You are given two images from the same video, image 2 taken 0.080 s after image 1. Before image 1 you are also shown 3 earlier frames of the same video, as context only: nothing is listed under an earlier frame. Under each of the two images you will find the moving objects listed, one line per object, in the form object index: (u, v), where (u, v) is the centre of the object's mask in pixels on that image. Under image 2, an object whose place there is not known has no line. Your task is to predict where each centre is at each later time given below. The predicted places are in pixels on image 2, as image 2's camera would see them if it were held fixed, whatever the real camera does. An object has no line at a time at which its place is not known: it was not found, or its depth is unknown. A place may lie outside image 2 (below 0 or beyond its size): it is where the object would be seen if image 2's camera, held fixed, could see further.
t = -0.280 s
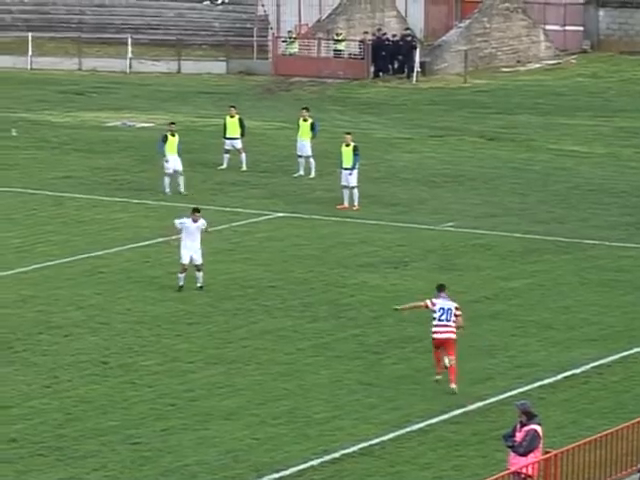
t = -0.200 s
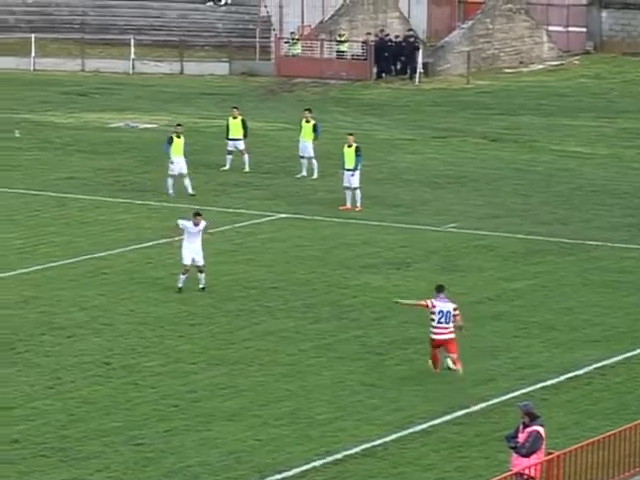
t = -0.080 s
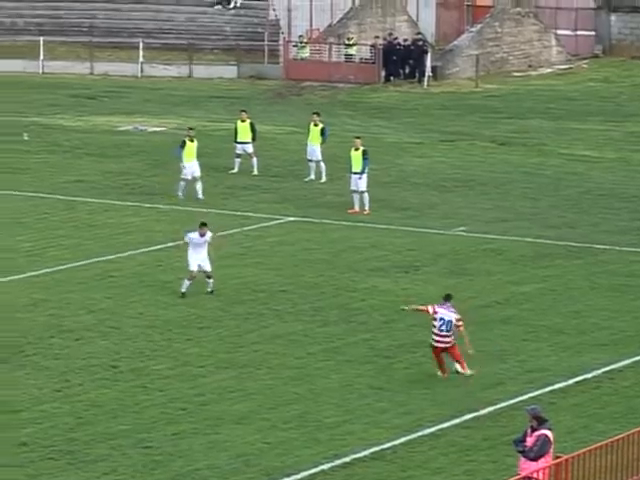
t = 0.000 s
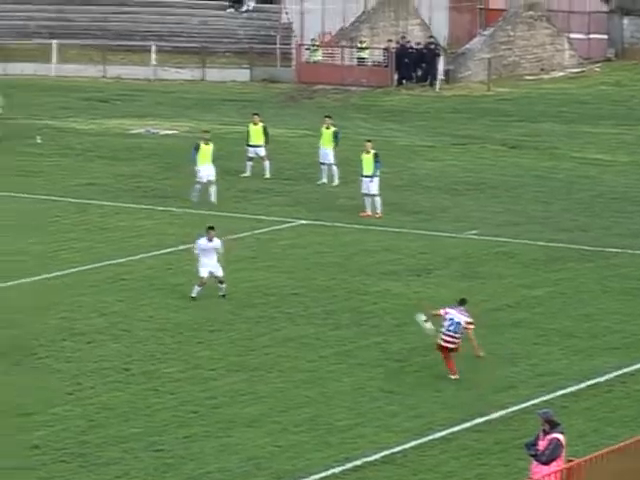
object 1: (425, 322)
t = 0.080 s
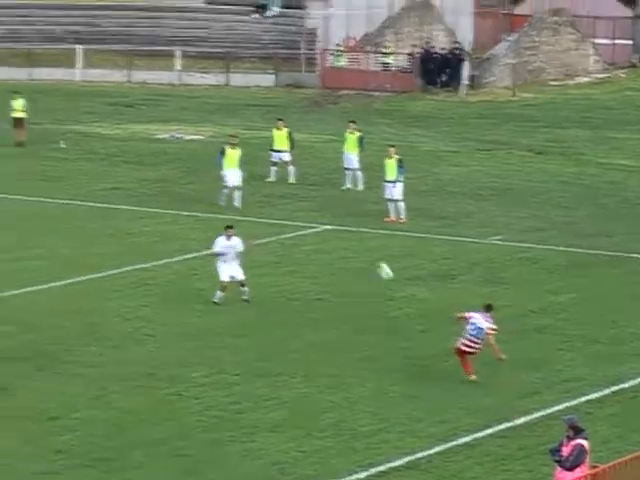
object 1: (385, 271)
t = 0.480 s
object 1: (105, 89)
